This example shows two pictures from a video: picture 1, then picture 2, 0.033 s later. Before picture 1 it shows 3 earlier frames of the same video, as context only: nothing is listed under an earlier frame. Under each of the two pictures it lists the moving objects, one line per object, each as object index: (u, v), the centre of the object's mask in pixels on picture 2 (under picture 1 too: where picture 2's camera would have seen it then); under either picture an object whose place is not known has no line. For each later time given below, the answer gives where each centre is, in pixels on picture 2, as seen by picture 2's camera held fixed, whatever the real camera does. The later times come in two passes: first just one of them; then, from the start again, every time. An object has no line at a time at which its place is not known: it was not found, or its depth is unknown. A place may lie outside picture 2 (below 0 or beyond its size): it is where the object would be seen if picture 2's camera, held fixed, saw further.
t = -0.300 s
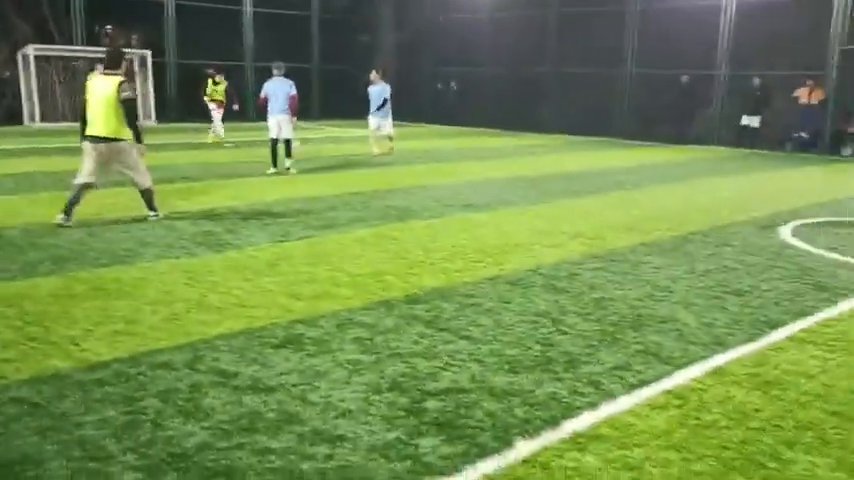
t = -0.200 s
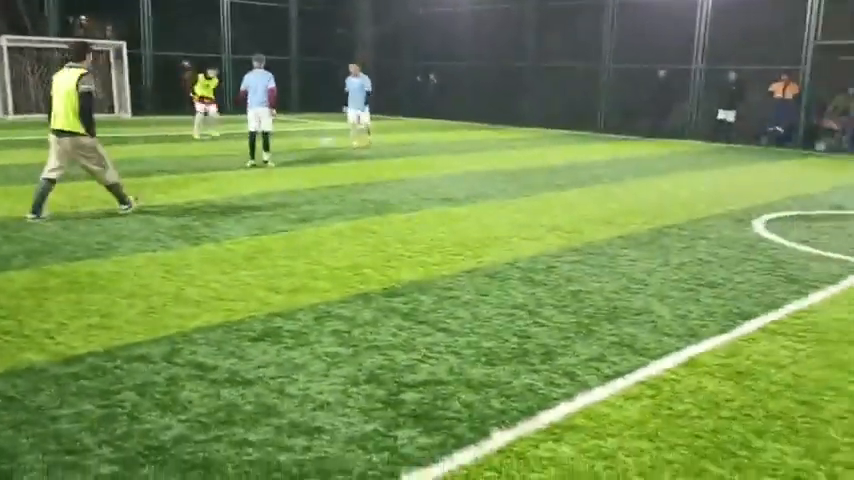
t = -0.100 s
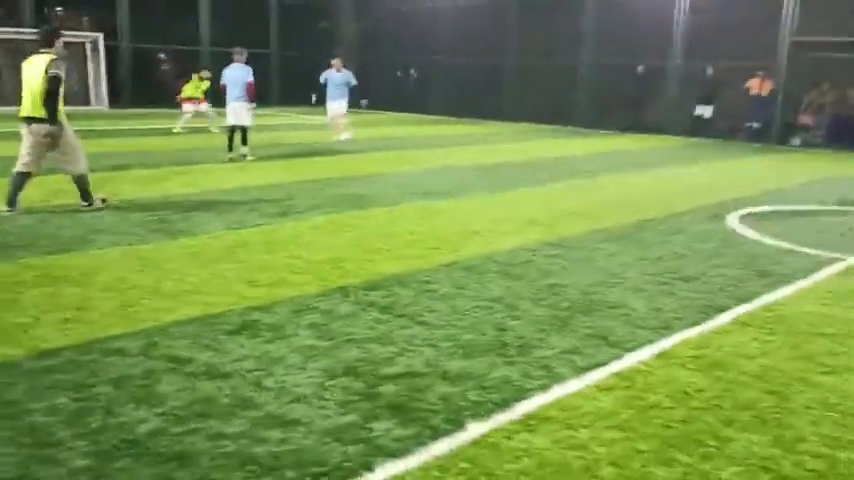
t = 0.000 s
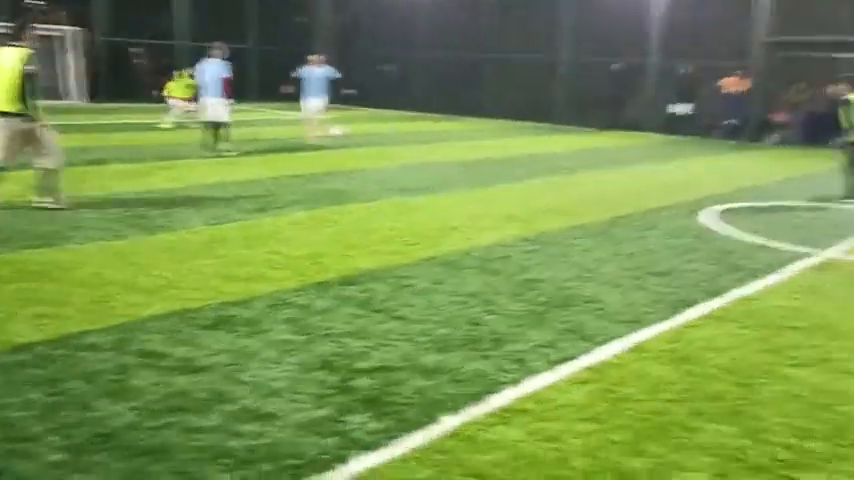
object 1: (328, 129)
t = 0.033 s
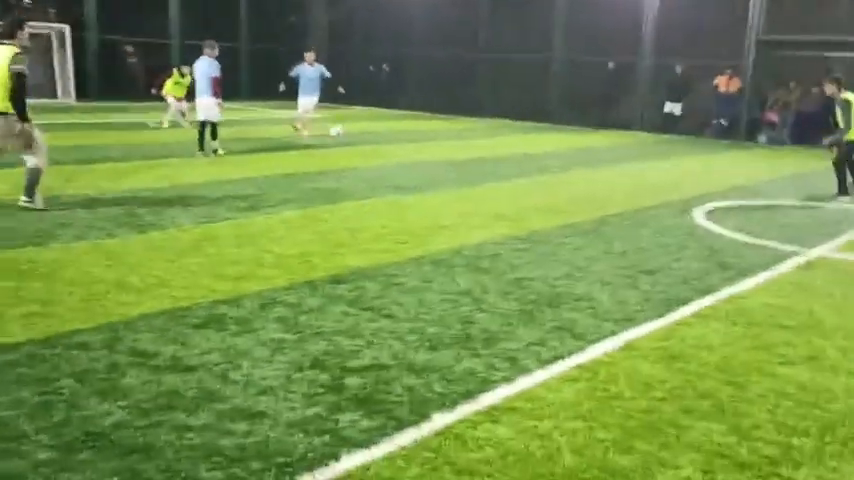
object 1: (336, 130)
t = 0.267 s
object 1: (381, 165)
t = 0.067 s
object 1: (340, 132)
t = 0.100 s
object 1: (346, 134)
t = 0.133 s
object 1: (352, 139)
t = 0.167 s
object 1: (360, 142)
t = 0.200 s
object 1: (366, 149)
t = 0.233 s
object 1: (373, 156)
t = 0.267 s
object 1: (381, 165)
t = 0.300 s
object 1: (389, 171)
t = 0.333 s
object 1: (395, 171)
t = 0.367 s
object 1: (401, 172)
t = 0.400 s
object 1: (408, 172)
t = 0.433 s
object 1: (415, 176)
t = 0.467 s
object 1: (421, 179)
